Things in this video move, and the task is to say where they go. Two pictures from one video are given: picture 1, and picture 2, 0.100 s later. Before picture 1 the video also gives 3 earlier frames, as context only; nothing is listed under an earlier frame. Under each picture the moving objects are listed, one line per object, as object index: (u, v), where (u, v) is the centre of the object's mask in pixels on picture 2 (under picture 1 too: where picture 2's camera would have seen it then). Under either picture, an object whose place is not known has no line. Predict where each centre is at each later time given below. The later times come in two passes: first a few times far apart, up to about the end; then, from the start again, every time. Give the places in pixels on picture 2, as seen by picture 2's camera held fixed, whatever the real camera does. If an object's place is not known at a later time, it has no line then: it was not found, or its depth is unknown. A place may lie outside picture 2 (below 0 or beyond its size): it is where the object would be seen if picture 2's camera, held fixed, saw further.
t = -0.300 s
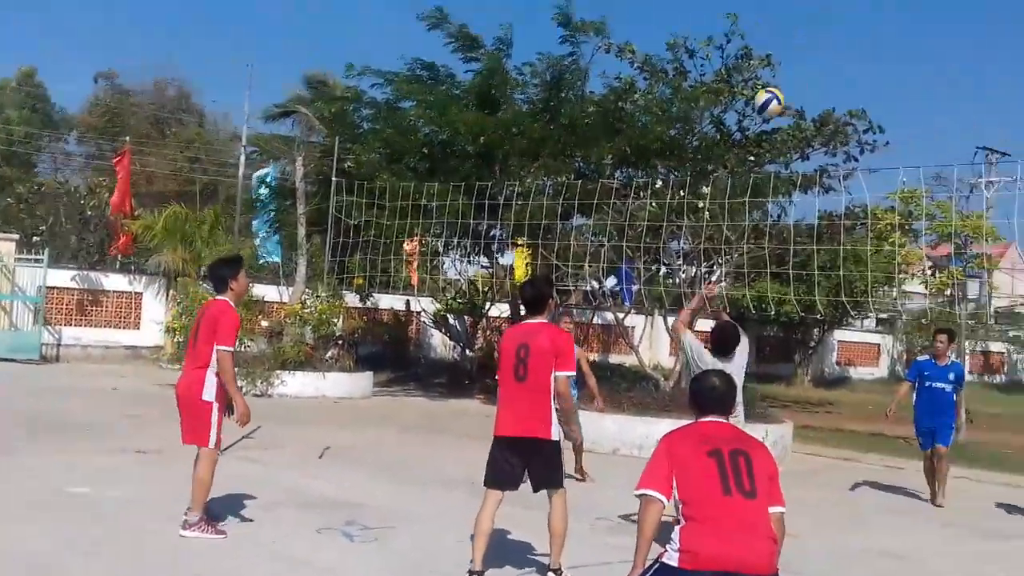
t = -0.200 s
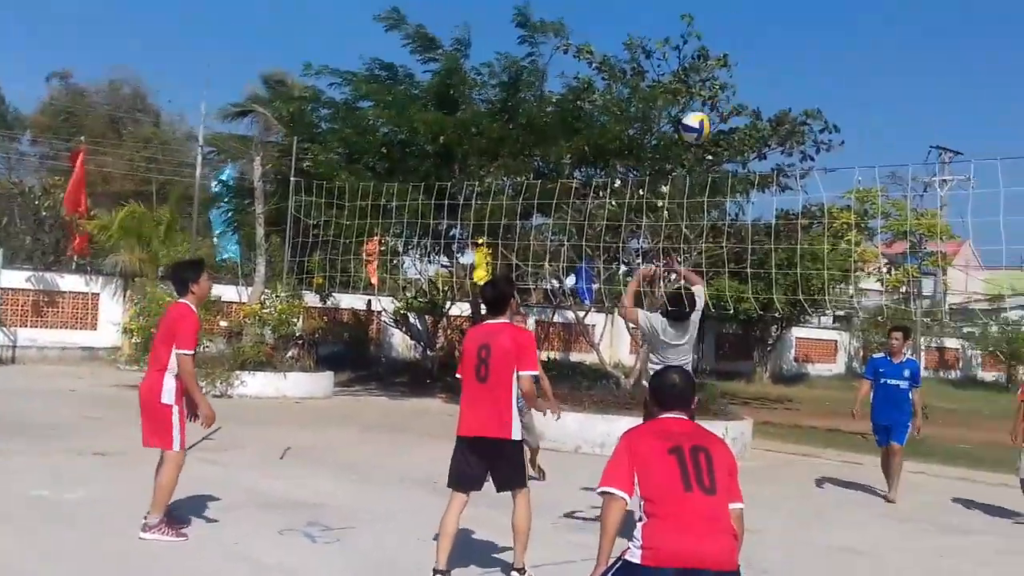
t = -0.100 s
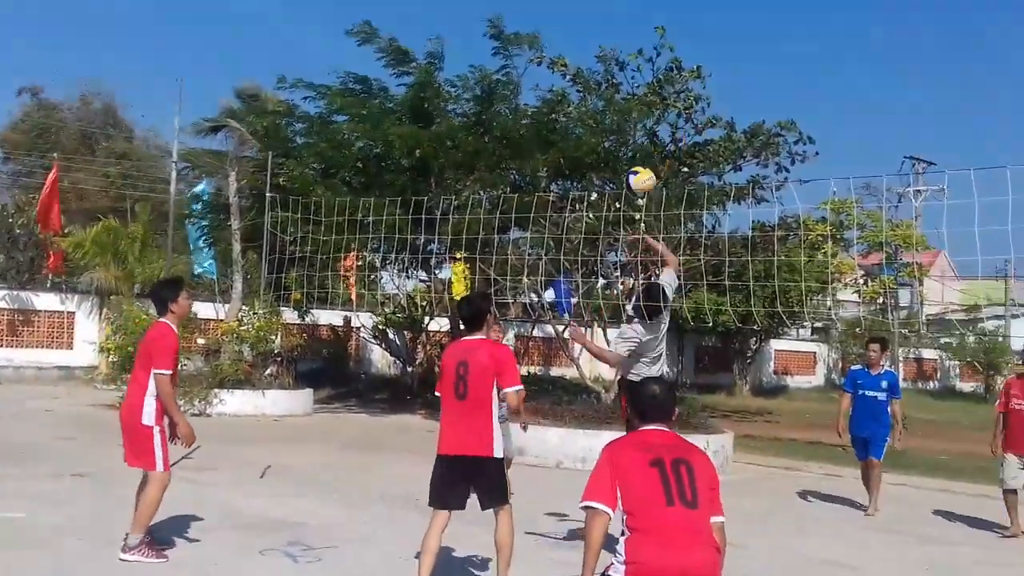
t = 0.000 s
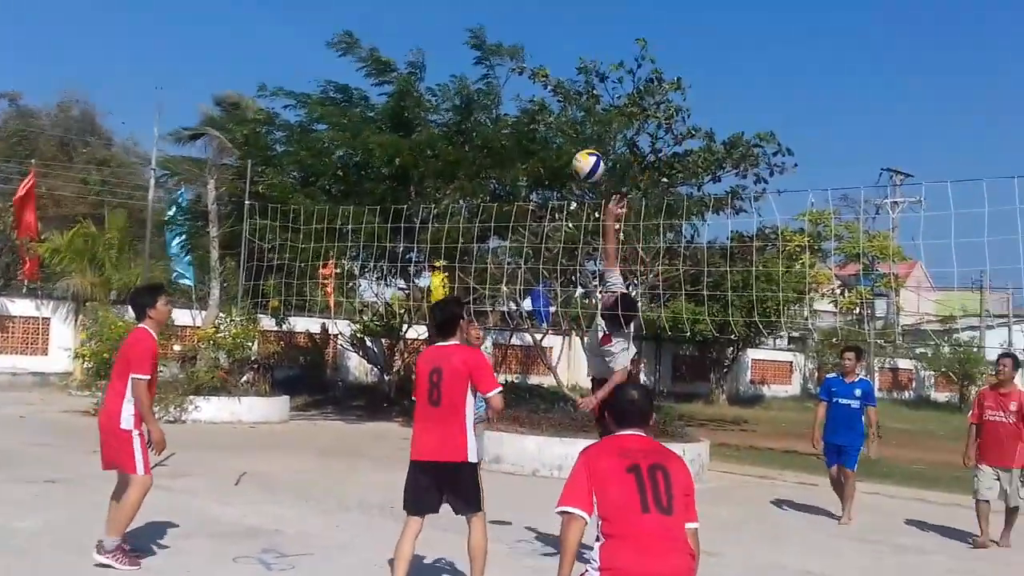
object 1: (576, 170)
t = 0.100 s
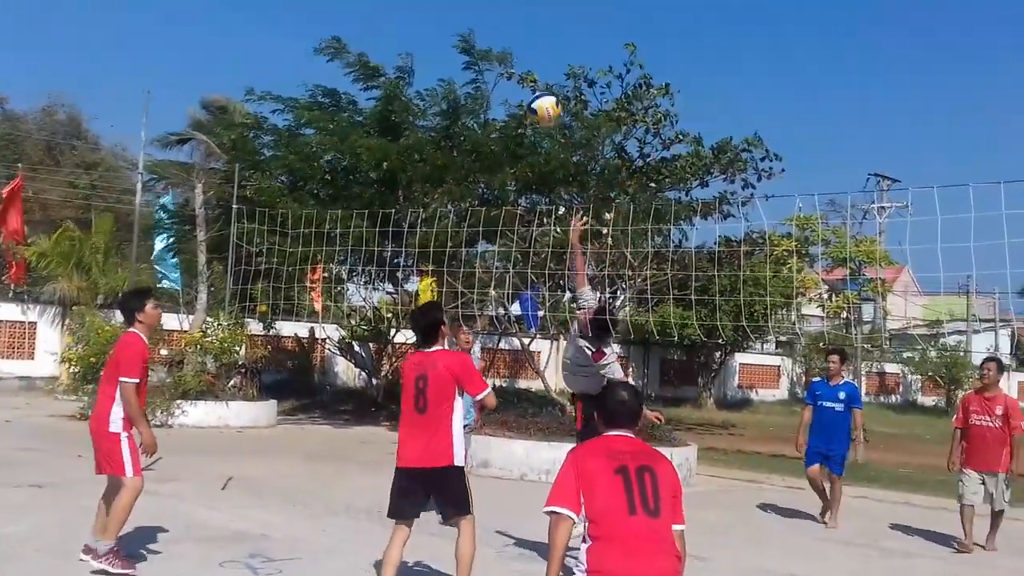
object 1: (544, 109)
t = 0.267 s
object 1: (485, 33)
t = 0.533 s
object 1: (365, -4)
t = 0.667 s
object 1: (297, 26)
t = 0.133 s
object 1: (532, 91)
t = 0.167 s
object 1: (522, 75)
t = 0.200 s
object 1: (509, 60)
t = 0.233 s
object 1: (497, 48)
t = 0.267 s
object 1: (485, 33)
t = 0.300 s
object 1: (470, 22)
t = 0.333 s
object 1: (456, 13)
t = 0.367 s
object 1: (441, 5)
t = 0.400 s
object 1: (428, 0)
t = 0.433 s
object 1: (411, -3)
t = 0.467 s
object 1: (397, -5)
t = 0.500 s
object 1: (382, -4)
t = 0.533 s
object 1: (365, -4)
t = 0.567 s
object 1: (348, 0)
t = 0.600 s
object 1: (331, 5)
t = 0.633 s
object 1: (314, 14)
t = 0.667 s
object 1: (297, 26)
